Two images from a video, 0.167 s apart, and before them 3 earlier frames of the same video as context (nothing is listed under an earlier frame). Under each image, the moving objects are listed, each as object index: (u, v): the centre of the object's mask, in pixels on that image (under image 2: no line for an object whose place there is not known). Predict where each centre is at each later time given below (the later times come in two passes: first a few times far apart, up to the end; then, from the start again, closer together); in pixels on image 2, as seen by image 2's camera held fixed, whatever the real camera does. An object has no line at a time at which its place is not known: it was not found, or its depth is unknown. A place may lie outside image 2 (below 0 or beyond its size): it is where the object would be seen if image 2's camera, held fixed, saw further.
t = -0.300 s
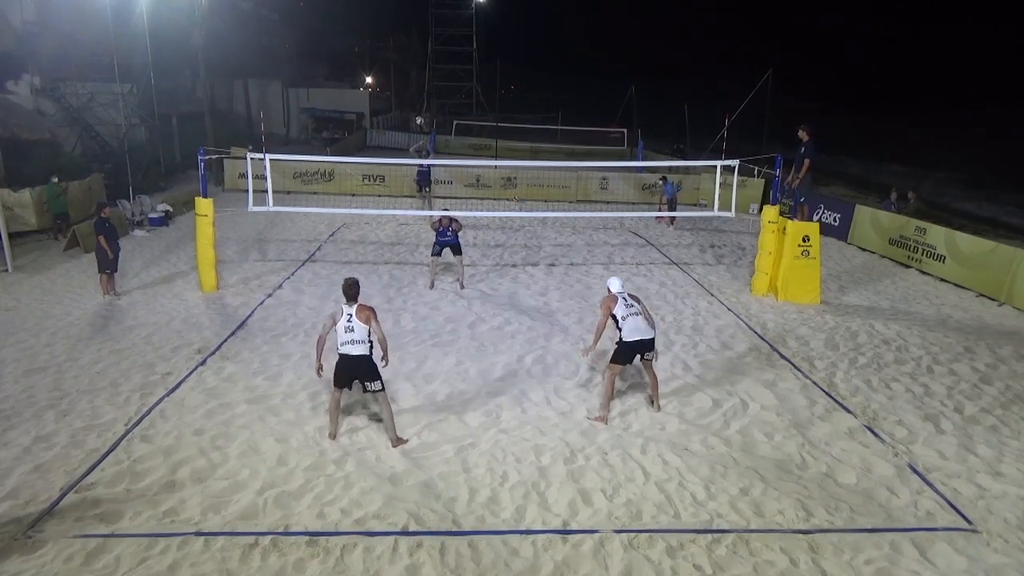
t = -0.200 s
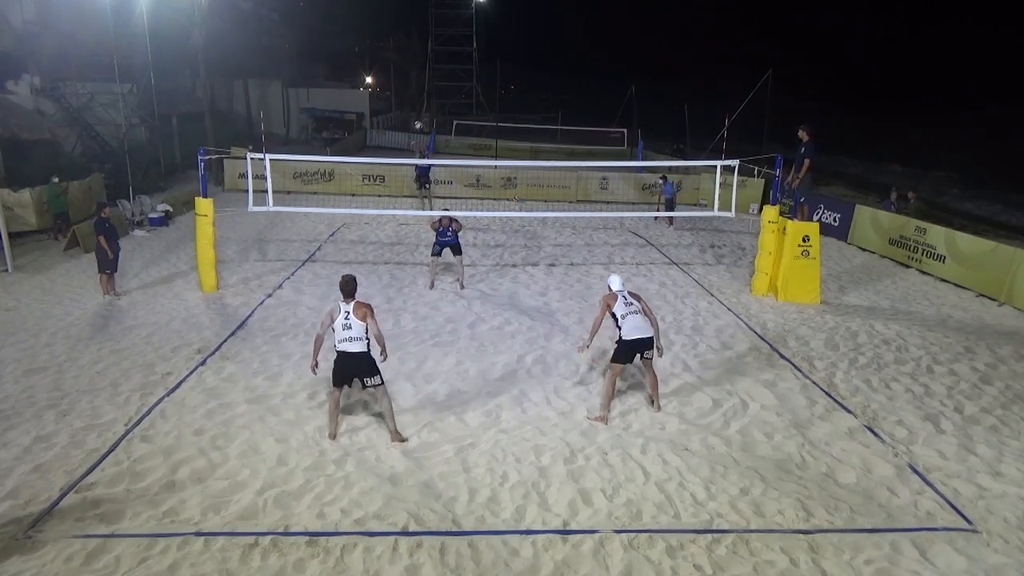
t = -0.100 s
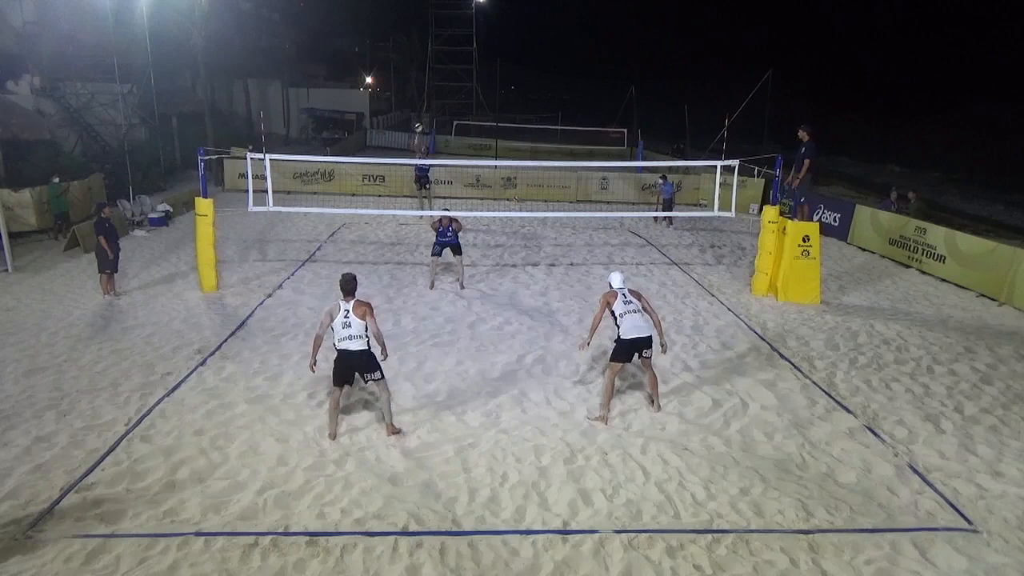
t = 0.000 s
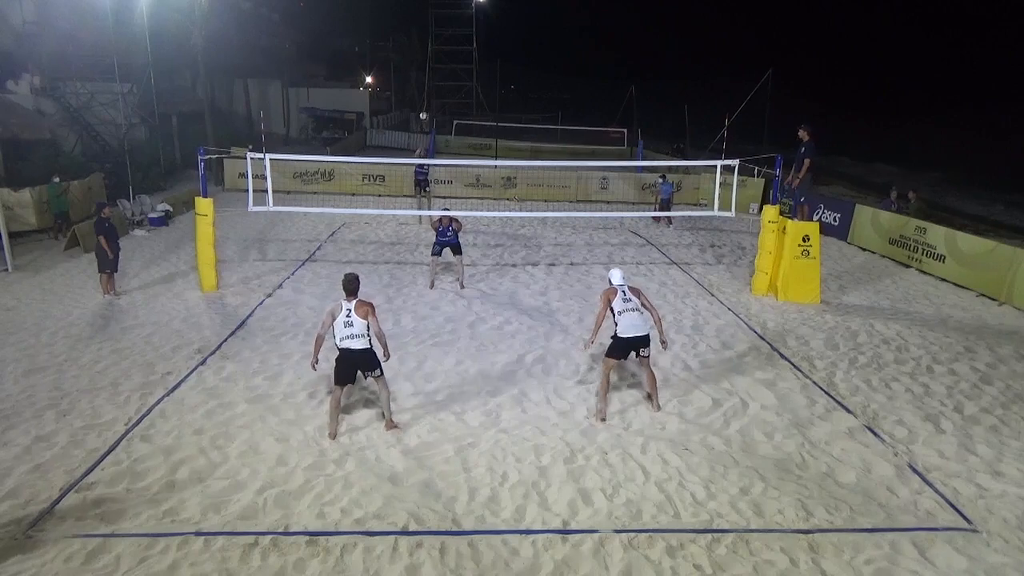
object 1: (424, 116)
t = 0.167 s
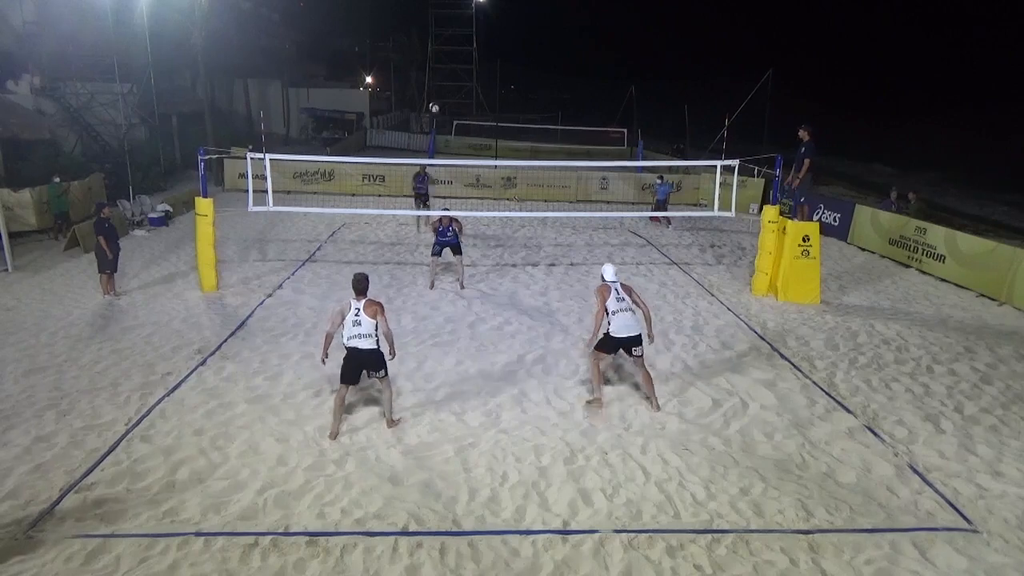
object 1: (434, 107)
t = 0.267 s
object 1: (442, 107)
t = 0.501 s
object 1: (460, 125)
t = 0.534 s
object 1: (464, 132)
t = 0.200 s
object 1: (436, 106)
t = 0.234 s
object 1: (439, 106)
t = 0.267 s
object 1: (442, 107)
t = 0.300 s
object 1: (444, 107)
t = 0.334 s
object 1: (446, 109)
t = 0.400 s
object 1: (452, 114)
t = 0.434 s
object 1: (454, 117)
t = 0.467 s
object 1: (457, 121)
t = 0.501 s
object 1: (460, 125)
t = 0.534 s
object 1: (464, 132)
